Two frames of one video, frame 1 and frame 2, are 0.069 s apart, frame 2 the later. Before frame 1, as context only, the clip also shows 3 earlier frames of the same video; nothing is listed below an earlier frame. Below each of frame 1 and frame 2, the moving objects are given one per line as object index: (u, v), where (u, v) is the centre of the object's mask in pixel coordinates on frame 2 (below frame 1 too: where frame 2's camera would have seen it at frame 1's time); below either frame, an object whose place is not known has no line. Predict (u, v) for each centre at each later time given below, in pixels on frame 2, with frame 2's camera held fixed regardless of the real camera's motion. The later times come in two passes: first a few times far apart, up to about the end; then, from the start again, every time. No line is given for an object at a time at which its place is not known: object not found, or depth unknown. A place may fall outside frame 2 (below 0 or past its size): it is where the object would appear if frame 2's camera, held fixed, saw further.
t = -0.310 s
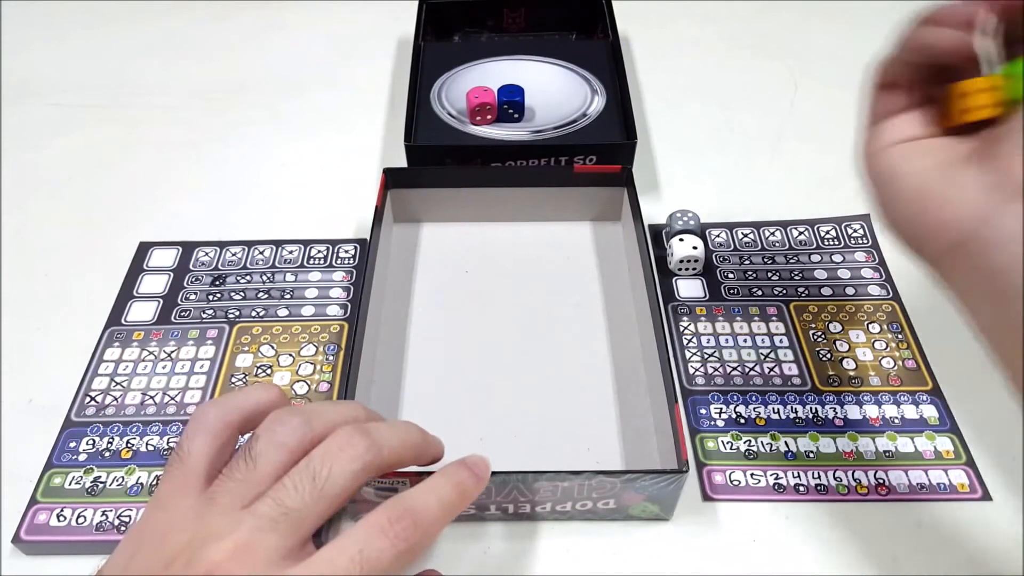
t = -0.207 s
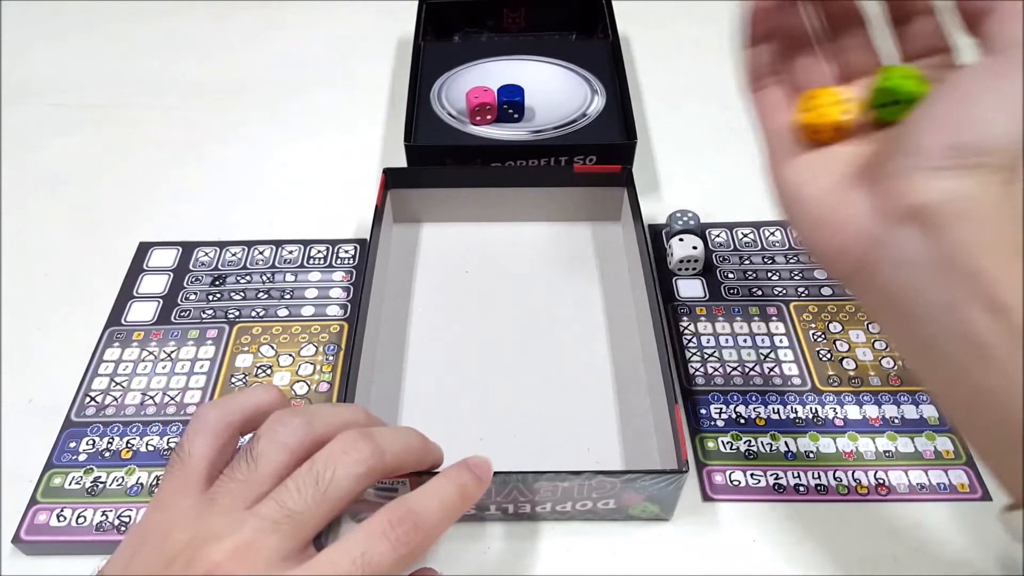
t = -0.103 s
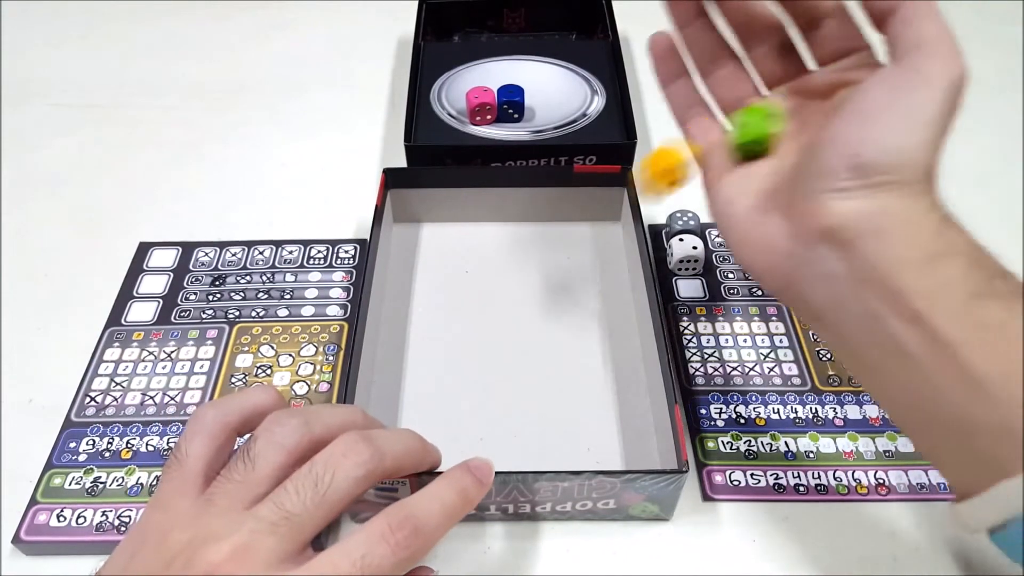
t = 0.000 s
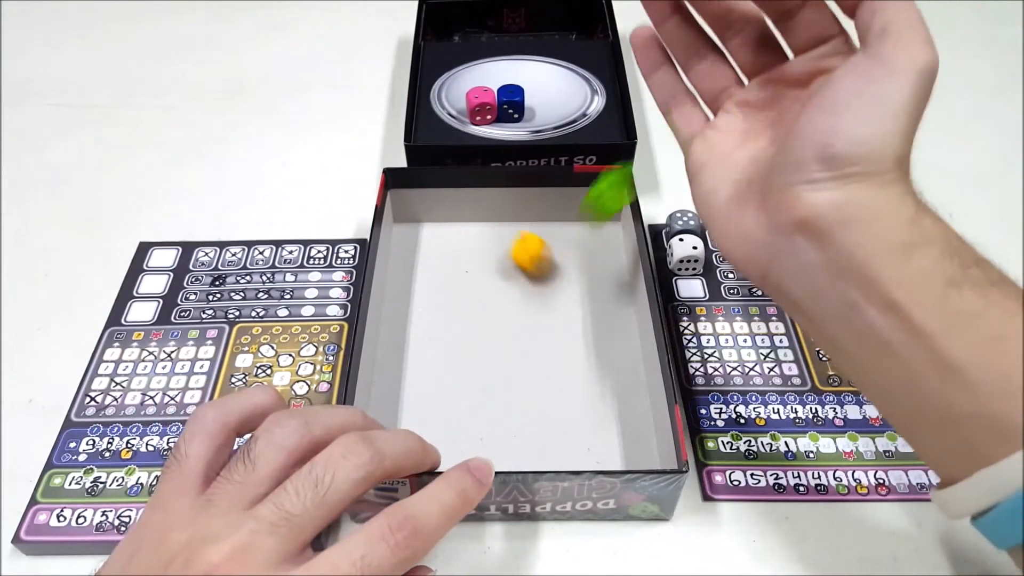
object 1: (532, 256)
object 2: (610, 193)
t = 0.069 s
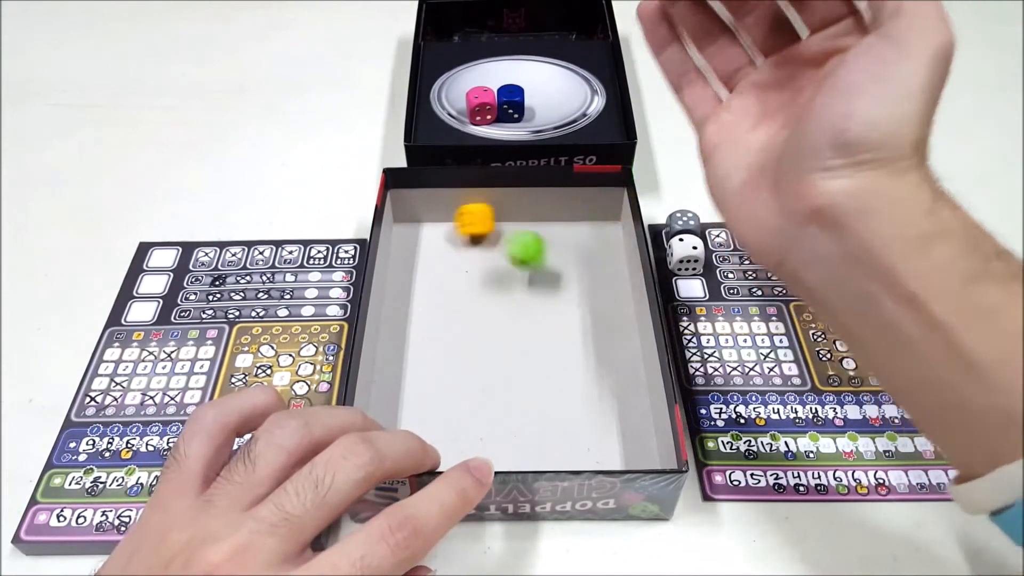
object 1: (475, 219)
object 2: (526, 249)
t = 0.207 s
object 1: (423, 234)
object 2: (408, 268)
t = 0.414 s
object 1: (445, 240)
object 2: (423, 322)
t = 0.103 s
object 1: (455, 227)
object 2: (494, 231)
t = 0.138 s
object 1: (432, 230)
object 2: (464, 229)
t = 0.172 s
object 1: (414, 233)
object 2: (404, 263)
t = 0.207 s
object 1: (423, 234)
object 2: (408, 268)
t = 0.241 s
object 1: (427, 234)
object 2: (414, 281)
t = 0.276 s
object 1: (431, 235)
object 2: (415, 289)
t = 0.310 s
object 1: (435, 236)
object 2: (415, 297)
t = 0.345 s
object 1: (438, 237)
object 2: (416, 308)
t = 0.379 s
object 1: (441, 238)
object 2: (421, 316)
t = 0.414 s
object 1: (445, 240)
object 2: (423, 322)
